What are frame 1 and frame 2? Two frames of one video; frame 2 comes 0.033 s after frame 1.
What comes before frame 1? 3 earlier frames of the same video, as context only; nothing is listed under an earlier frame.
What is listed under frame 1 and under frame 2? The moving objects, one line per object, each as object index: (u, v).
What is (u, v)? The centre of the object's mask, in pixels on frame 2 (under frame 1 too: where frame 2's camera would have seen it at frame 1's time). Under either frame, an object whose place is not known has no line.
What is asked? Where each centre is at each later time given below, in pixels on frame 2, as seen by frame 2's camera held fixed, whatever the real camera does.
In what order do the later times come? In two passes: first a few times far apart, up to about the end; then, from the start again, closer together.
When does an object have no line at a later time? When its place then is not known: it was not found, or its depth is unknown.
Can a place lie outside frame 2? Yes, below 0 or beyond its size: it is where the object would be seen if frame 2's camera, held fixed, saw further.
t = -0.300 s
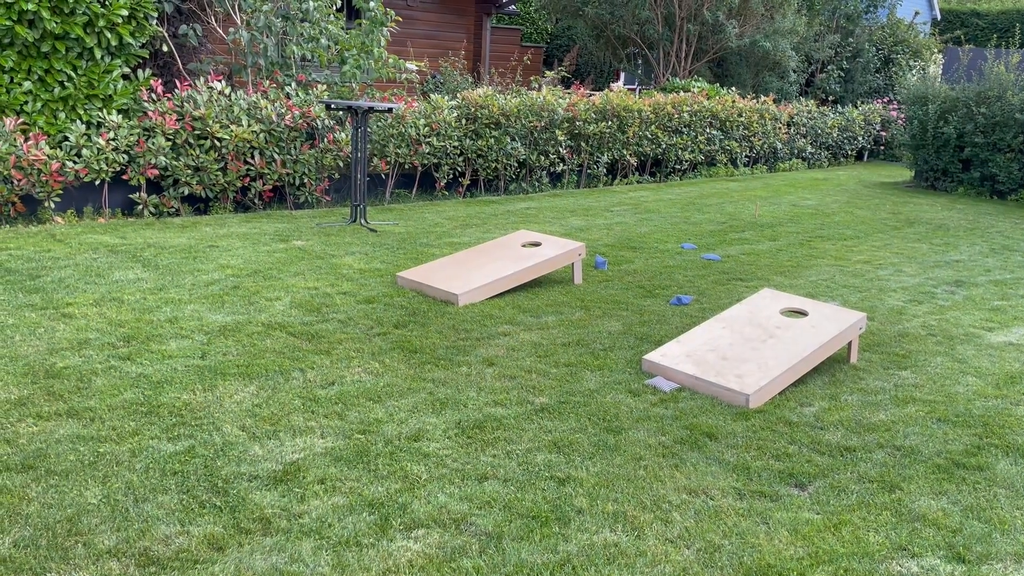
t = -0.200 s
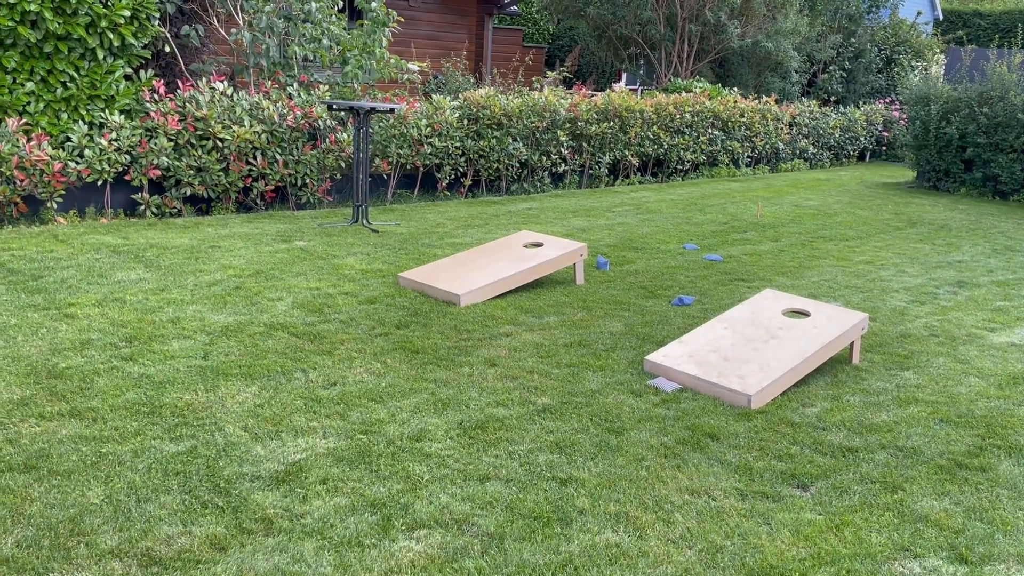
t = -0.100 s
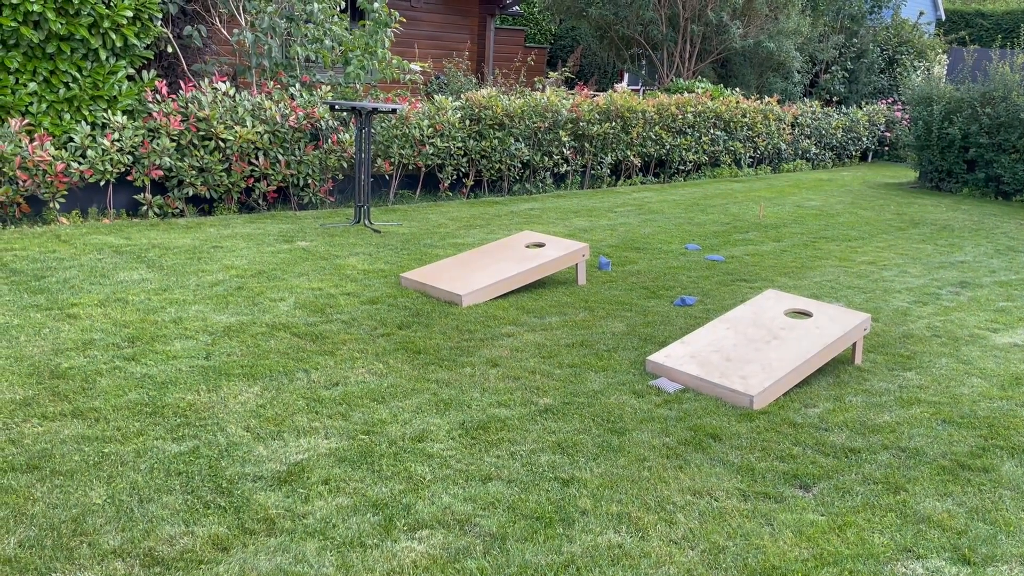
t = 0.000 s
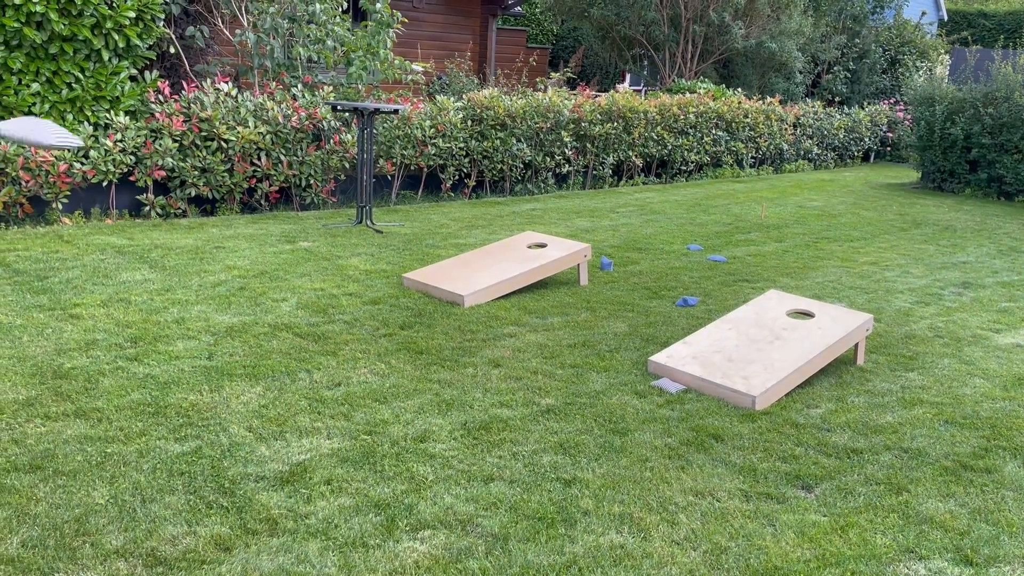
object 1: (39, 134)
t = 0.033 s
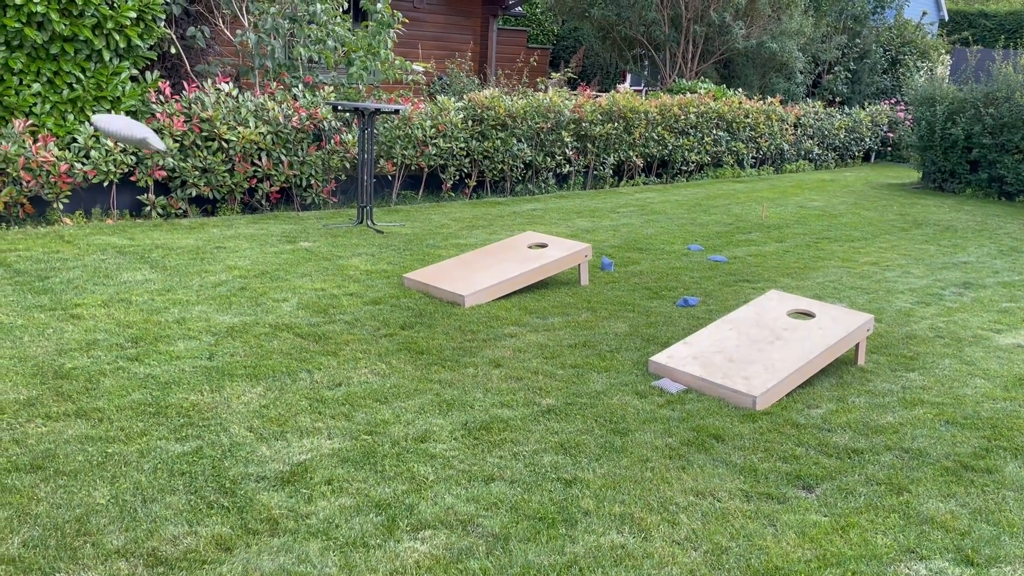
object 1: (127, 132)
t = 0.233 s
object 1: (472, 191)
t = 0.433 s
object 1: (644, 306)
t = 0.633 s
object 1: (732, 320)
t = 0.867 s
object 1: (789, 287)
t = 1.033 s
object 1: (815, 295)
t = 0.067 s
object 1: (206, 134)
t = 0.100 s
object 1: (274, 140)
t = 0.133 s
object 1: (333, 150)
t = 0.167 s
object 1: (385, 162)
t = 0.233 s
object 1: (472, 191)
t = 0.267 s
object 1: (508, 208)
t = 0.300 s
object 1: (541, 226)
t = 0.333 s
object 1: (571, 245)
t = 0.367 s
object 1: (597, 264)
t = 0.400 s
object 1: (622, 285)
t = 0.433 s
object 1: (644, 306)
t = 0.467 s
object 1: (664, 328)
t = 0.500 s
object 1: (682, 349)
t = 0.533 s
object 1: (696, 342)
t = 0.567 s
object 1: (708, 333)
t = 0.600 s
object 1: (721, 326)
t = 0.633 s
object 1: (732, 320)
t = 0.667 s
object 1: (742, 316)
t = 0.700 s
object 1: (753, 310)
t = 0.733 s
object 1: (760, 304)
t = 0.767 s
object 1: (768, 299)
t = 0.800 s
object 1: (775, 295)
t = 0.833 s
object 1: (783, 291)
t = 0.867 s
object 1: (789, 287)
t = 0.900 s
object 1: (795, 285)
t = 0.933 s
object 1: (801, 285)
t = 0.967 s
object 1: (806, 287)
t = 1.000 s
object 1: (811, 291)
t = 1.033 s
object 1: (815, 295)
